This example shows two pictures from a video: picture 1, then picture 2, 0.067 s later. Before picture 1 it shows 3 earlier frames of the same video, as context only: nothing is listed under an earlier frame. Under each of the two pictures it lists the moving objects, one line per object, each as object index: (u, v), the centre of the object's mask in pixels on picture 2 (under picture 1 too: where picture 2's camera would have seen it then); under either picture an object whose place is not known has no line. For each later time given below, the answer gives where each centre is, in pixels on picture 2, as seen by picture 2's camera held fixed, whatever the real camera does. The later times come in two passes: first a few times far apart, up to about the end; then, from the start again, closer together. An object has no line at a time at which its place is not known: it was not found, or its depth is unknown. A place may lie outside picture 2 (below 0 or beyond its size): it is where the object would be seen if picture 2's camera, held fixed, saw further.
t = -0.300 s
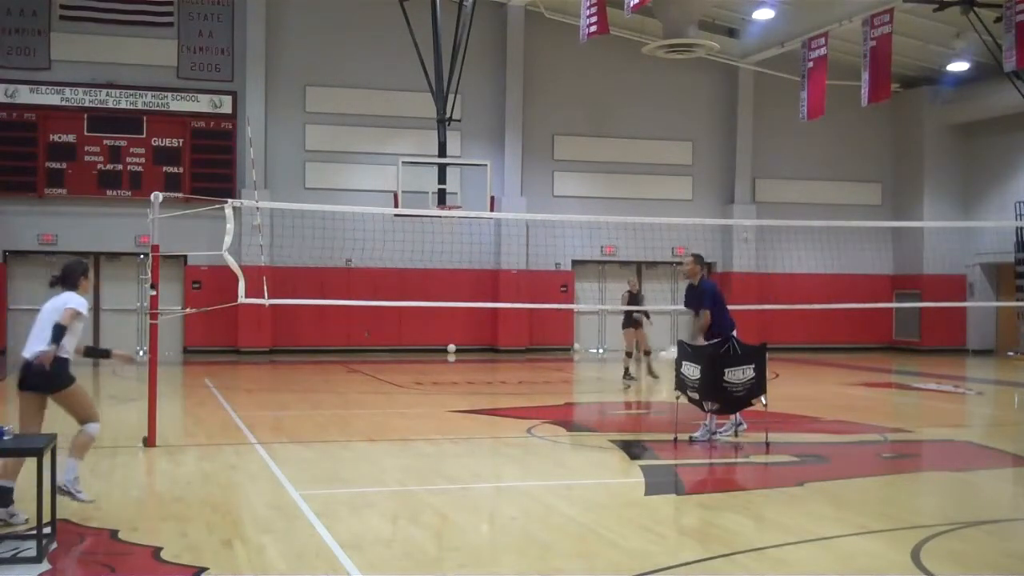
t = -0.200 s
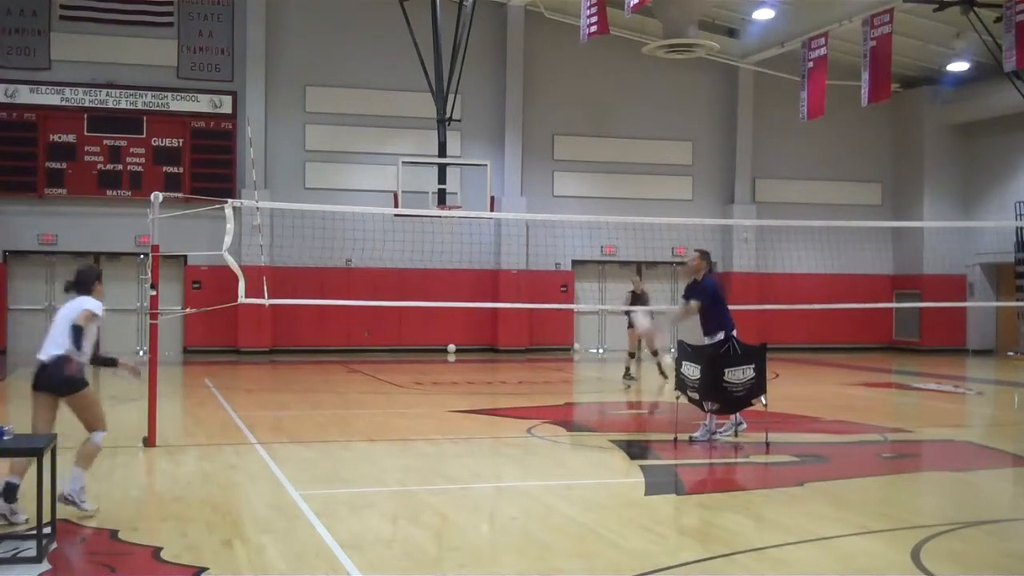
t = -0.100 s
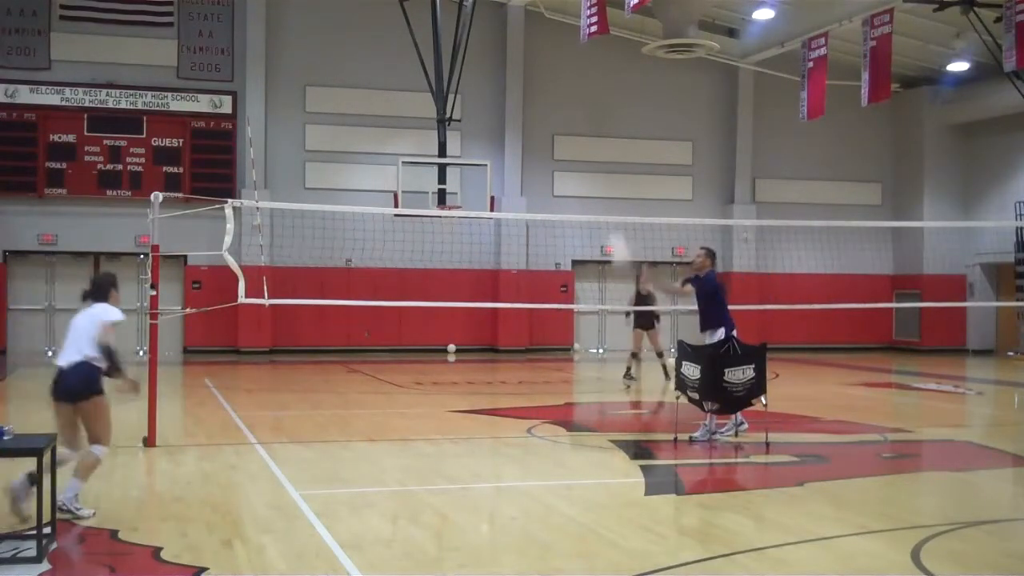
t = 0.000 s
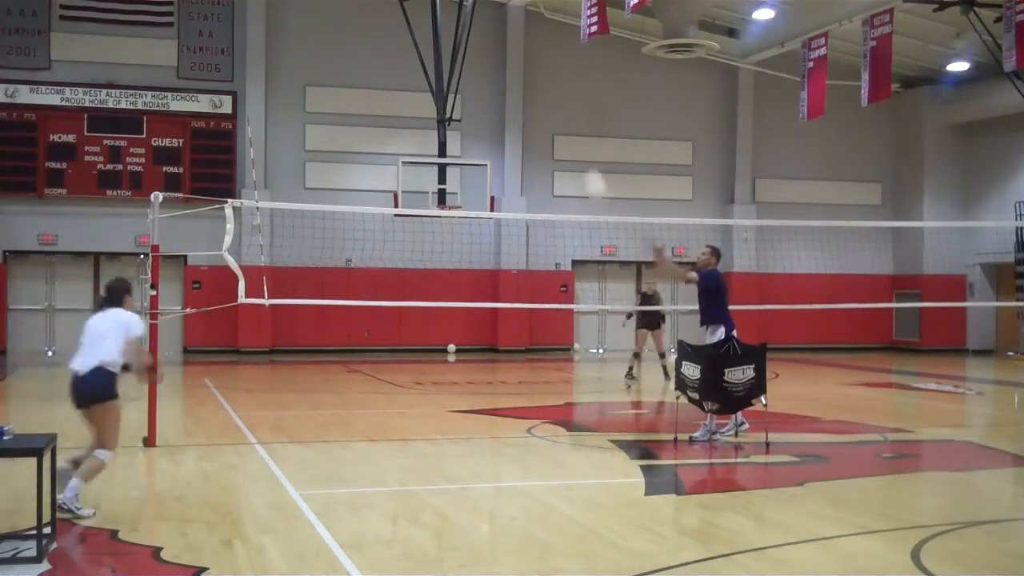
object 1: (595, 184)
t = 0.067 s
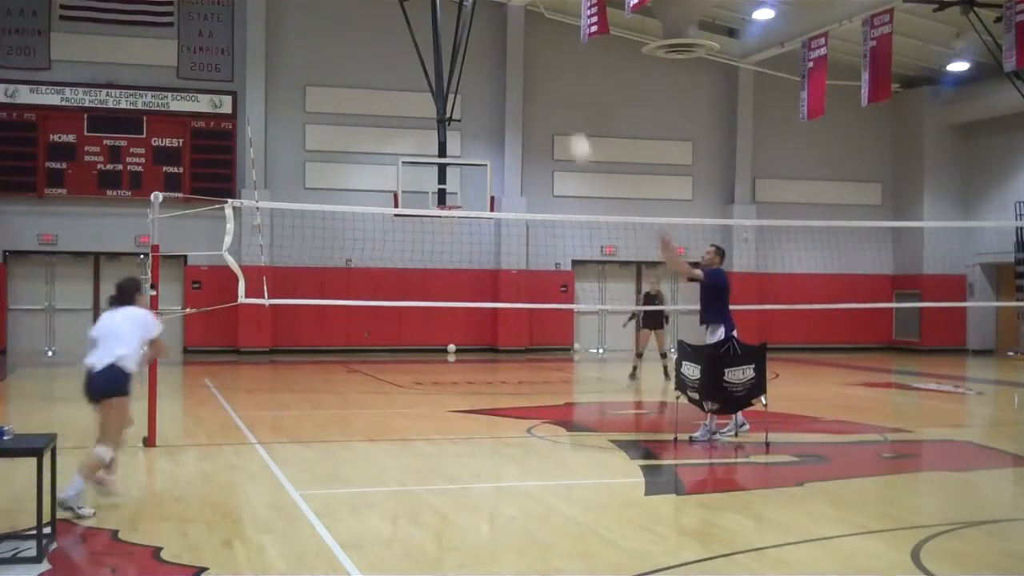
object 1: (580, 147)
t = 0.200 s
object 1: (549, 86)
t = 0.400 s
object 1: (501, 24)
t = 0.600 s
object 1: (453, 7)
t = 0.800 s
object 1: (400, 24)
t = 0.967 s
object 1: (358, 75)
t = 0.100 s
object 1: (572, 129)
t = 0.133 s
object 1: (565, 116)
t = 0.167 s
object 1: (557, 100)
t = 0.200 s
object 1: (549, 86)
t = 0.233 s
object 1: (541, 73)
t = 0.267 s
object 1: (533, 61)
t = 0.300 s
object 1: (525, 50)
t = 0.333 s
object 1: (517, 40)
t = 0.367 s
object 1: (509, 32)
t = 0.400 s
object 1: (501, 24)
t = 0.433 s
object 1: (493, 18)
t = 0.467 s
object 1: (485, 13)
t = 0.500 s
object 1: (476, 10)
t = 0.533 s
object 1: (469, 8)
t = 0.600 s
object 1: (453, 7)
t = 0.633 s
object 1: (443, 7)
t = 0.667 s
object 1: (435, 8)
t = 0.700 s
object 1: (426, 9)
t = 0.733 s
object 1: (417, 12)
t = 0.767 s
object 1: (409, 18)
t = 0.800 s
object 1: (400, 24)
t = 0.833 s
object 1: (392, 32)
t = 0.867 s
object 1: (383, 41)
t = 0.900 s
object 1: (375, 52)
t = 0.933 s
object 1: (366, 63)
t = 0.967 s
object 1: (358, 75)
